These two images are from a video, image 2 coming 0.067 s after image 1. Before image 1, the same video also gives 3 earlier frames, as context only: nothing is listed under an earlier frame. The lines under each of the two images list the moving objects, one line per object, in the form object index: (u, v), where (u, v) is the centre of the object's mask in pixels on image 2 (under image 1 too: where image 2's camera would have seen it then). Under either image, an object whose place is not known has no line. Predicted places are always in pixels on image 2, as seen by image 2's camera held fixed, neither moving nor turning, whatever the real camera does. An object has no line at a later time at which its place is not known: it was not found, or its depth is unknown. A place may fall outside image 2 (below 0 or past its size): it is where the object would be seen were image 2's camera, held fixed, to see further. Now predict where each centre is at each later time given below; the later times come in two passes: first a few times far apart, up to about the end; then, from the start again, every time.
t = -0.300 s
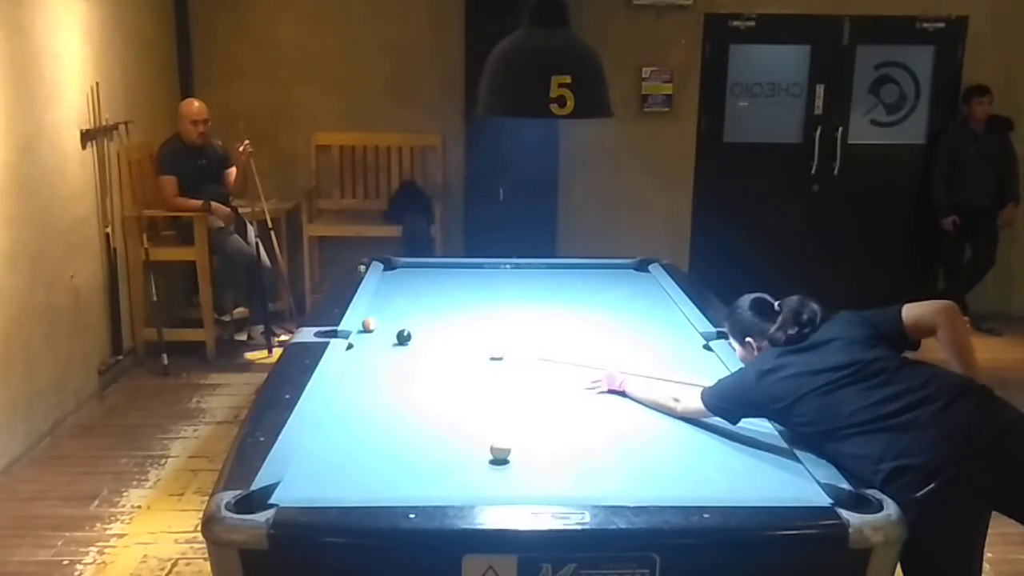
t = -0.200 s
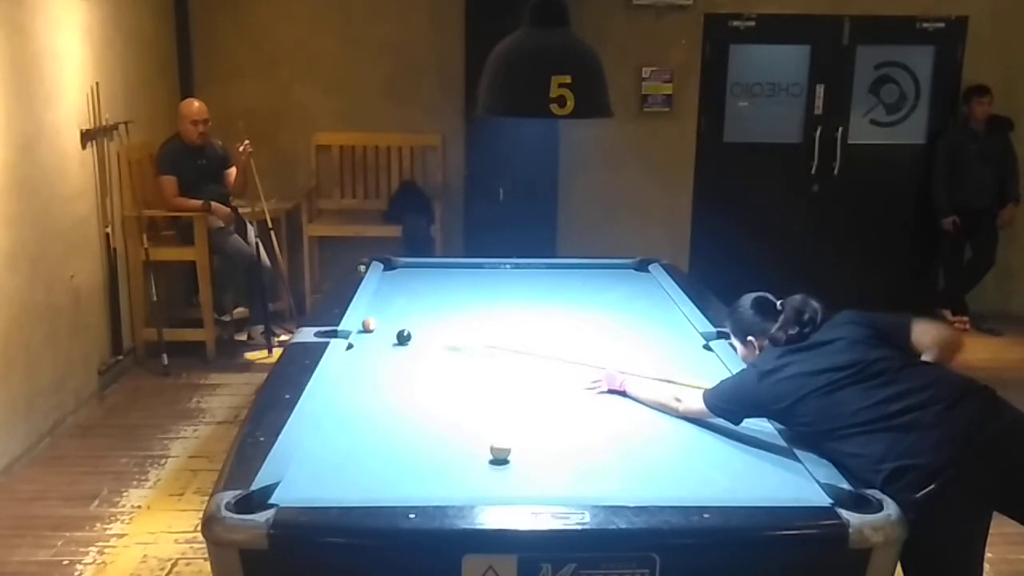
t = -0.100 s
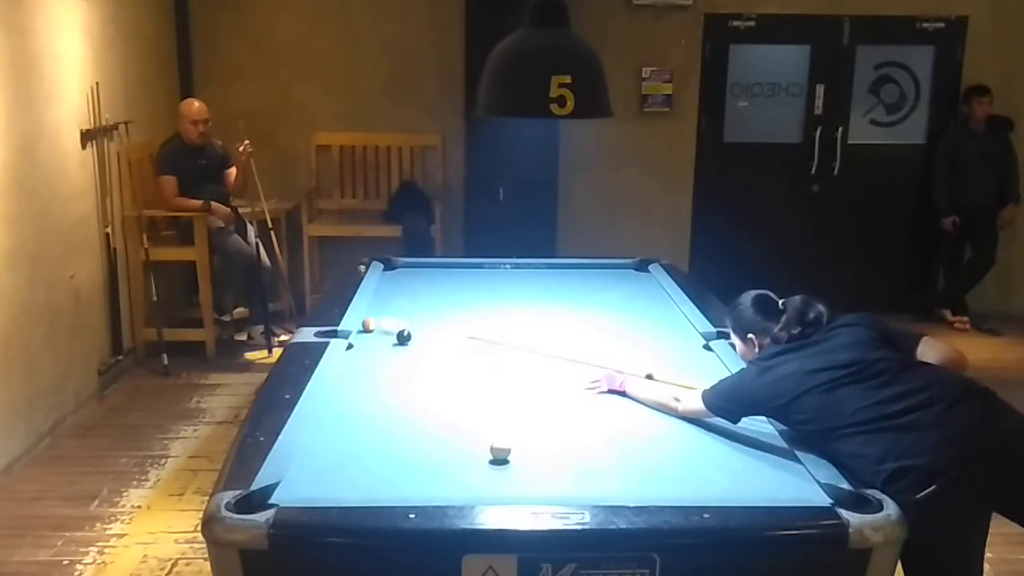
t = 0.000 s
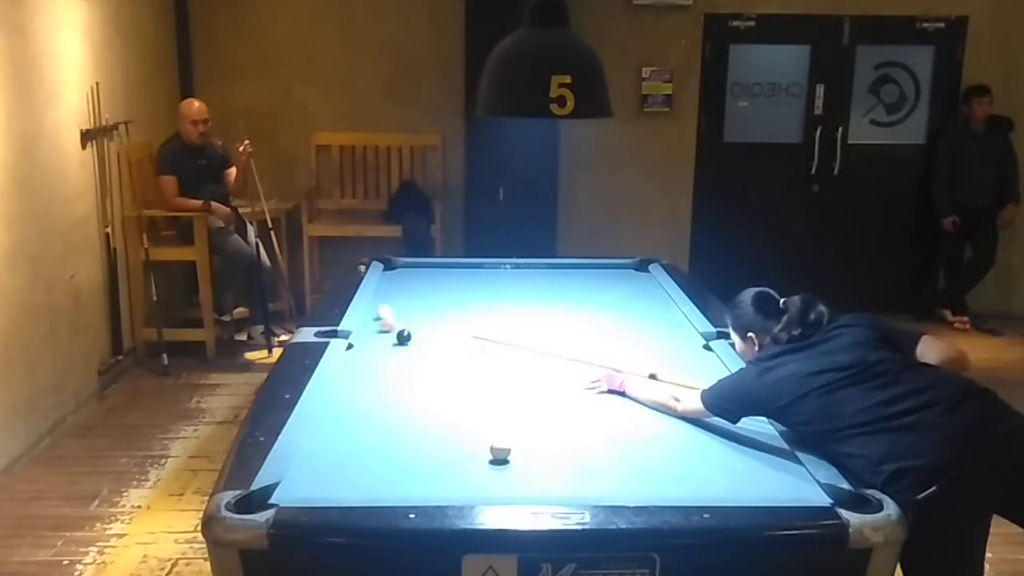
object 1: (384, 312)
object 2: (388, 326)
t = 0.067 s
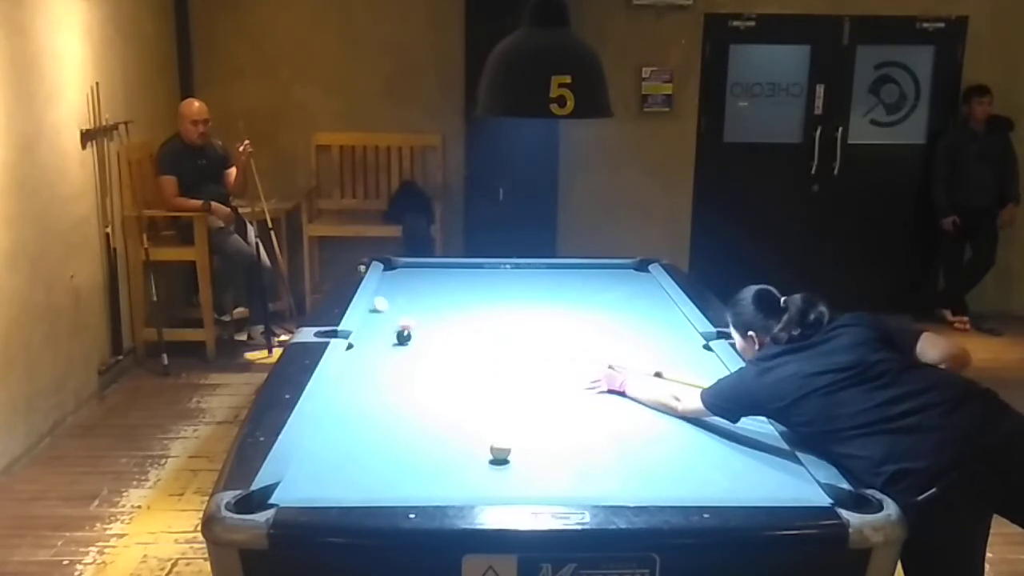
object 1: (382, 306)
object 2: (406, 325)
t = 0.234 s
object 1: (390, 288)
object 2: (450, 333)
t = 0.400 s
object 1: (407, 274)
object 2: (493, 333)
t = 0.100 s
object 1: (378, 301)
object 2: (416, 329)
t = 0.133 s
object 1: (378, 298)
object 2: (426, 332)
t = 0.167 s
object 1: (382, 294)
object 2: (434, 332)
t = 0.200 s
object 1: (386, 291)
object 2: (442, 332)
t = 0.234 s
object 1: (390, 288)
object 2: (450, 333)
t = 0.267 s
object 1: (393, 285)
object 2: (458, 333)
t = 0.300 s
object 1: (397, 282)
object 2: (467, 333)
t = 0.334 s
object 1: (400, 280)
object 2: (475, 333)
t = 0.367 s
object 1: (404, 277)
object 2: (484, 333)
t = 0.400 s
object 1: (407, 274)
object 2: (493, 333)
